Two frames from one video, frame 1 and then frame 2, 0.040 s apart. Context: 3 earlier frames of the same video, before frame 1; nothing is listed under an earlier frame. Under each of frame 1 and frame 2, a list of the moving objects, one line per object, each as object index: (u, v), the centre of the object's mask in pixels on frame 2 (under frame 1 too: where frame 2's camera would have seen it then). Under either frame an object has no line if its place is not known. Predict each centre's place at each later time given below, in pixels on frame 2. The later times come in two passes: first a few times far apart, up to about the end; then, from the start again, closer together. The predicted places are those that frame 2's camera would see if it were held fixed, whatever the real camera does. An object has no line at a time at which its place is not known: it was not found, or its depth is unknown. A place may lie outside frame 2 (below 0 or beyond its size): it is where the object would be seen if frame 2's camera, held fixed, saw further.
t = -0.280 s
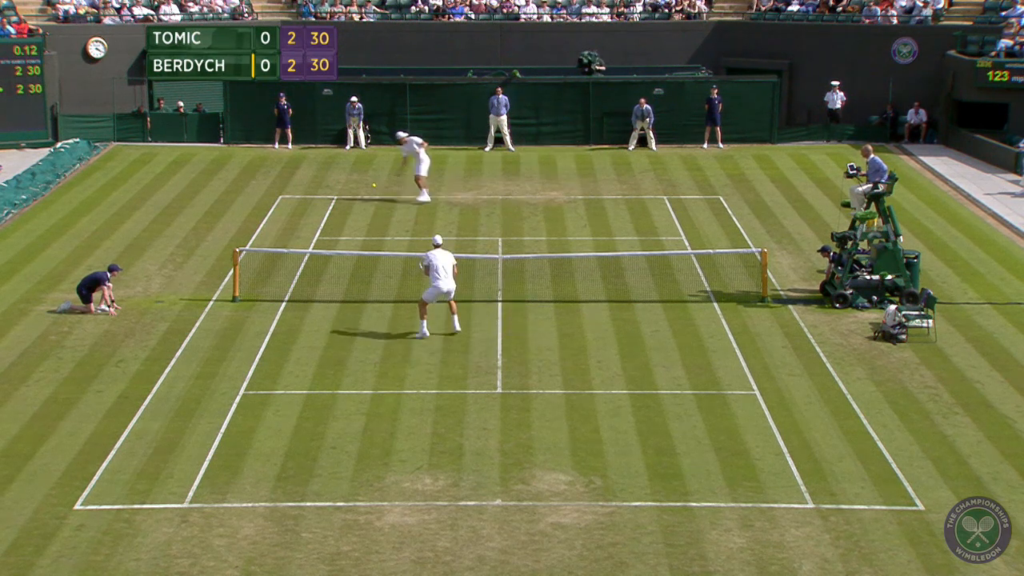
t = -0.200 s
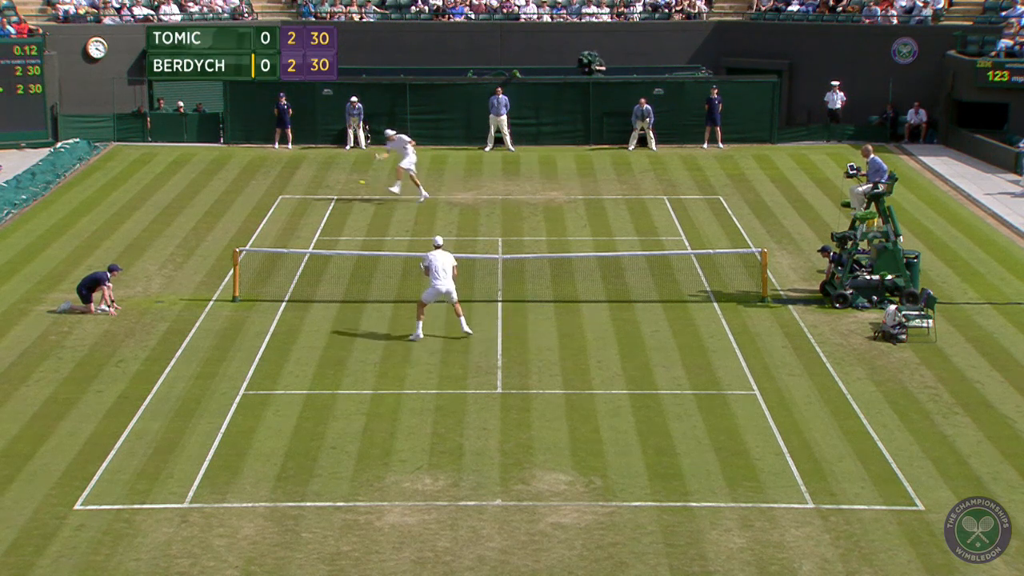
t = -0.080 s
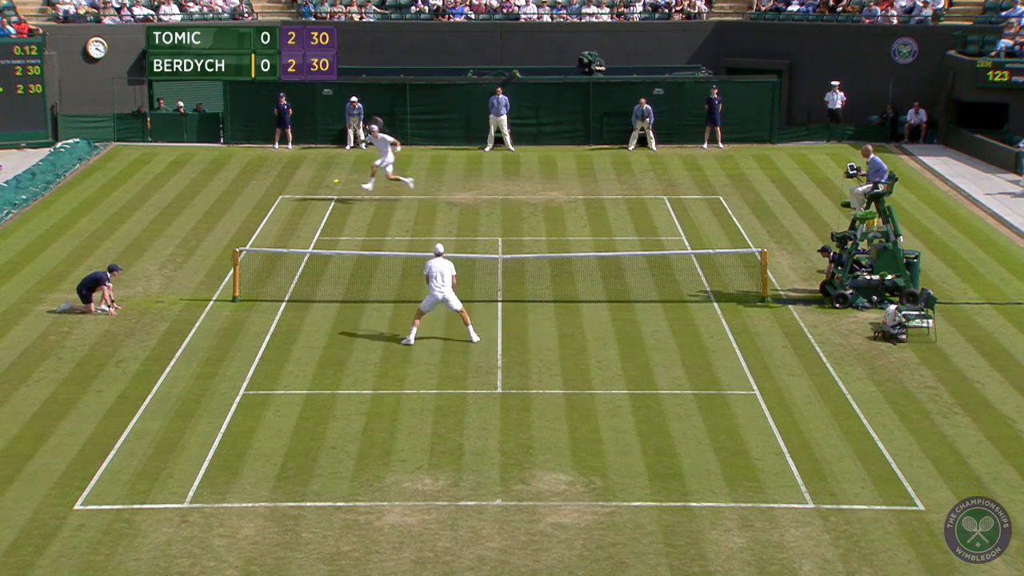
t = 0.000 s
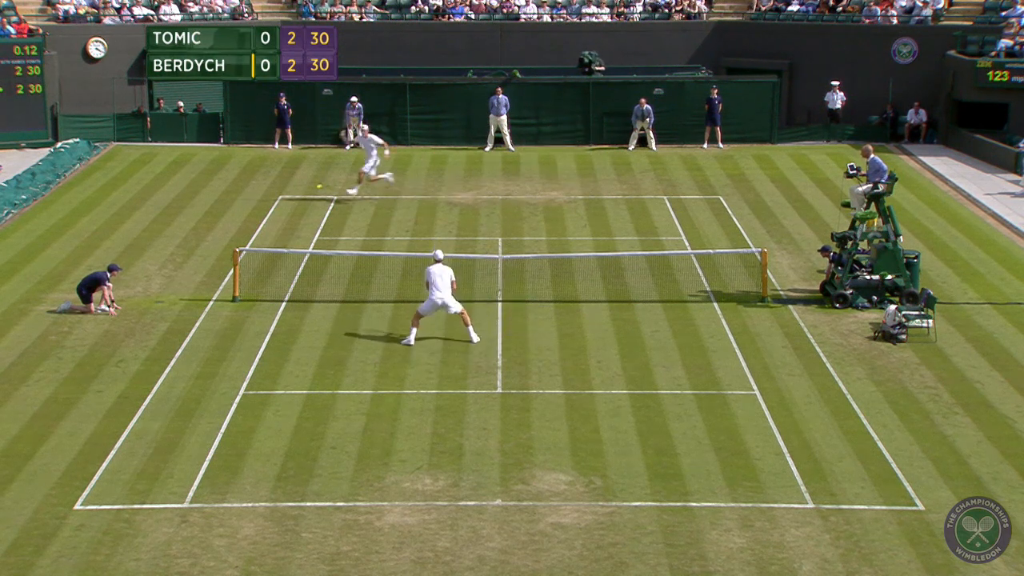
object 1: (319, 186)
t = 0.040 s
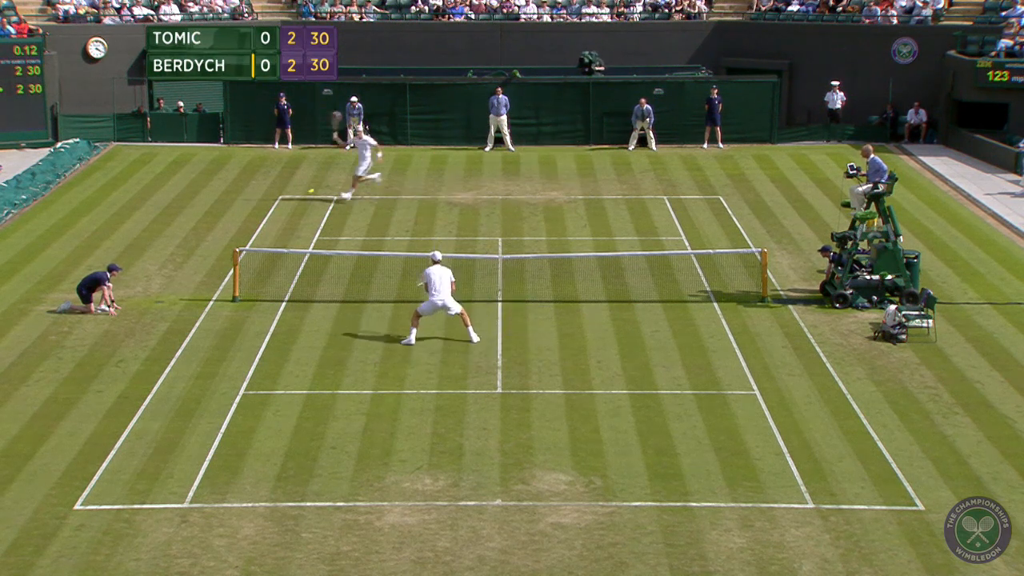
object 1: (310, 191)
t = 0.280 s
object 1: (266, 249)
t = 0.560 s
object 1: (221, 400)
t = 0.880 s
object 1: (165, 495)
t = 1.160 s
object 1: (108, 563)
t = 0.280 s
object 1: (266, 249)
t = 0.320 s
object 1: (260, 265)
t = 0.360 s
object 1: (253, 283)
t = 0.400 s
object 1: (246, 302)
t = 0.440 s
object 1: (240, 324)
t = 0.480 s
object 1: (234, 347)
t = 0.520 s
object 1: (227, 372)
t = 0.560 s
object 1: (221, 400)
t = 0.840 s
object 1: (173, 492)
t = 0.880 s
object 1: (165, 495)
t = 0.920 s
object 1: (157, 499)
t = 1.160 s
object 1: (108, 563)
